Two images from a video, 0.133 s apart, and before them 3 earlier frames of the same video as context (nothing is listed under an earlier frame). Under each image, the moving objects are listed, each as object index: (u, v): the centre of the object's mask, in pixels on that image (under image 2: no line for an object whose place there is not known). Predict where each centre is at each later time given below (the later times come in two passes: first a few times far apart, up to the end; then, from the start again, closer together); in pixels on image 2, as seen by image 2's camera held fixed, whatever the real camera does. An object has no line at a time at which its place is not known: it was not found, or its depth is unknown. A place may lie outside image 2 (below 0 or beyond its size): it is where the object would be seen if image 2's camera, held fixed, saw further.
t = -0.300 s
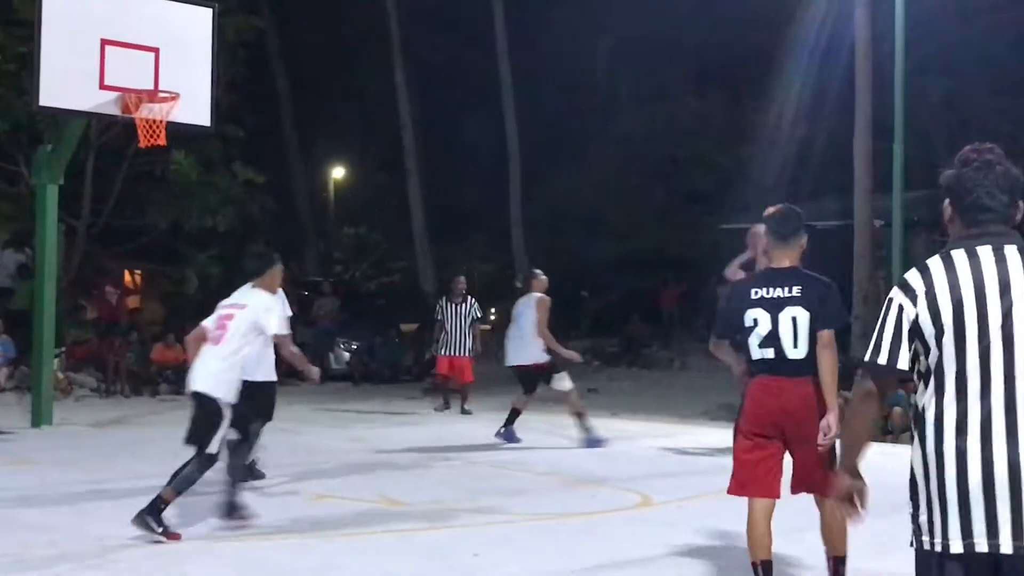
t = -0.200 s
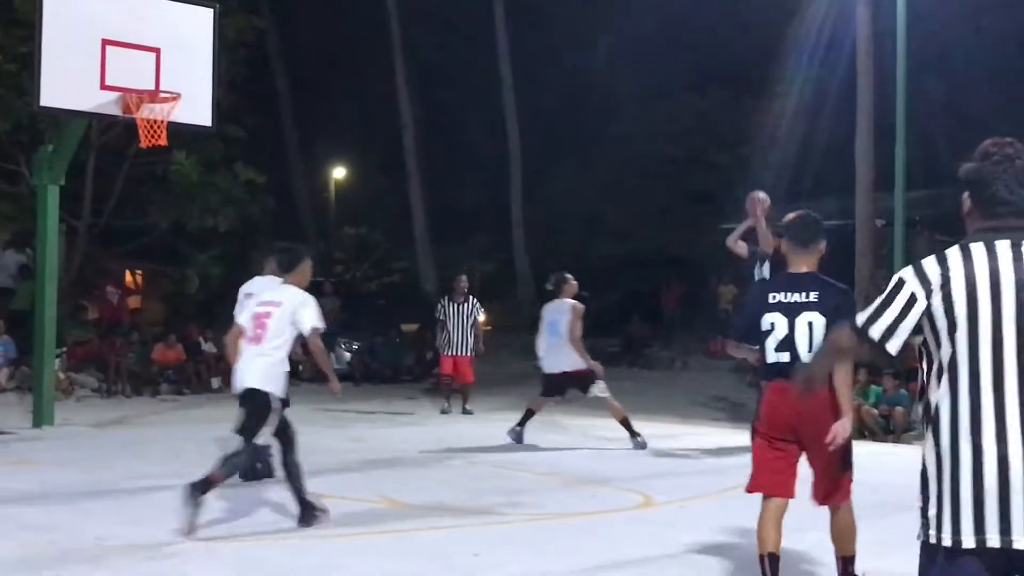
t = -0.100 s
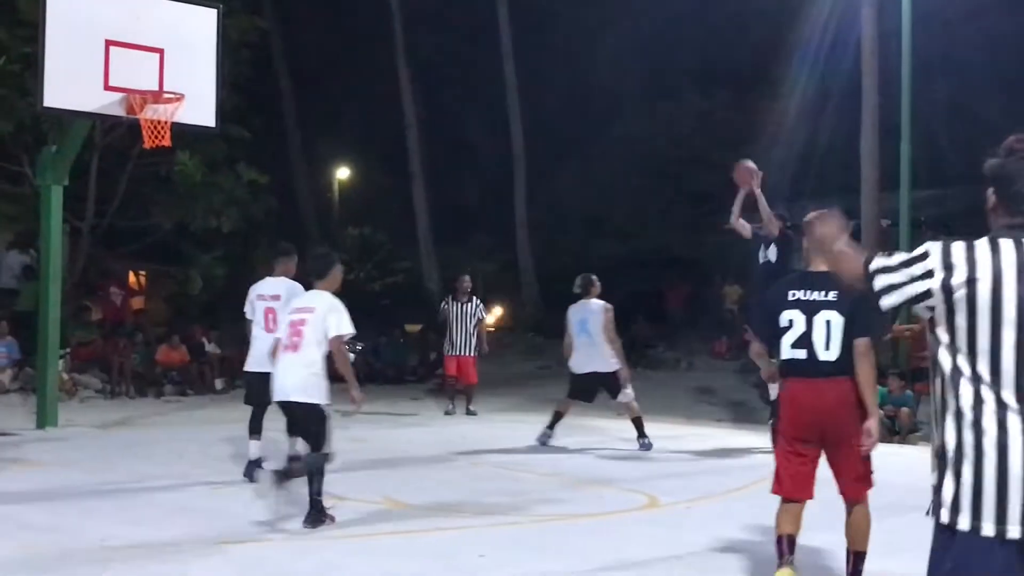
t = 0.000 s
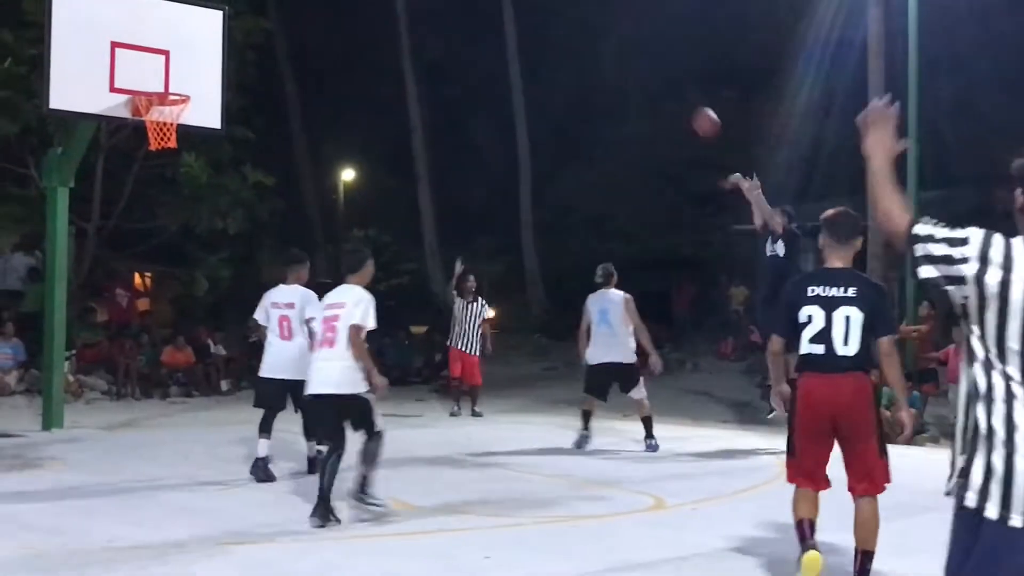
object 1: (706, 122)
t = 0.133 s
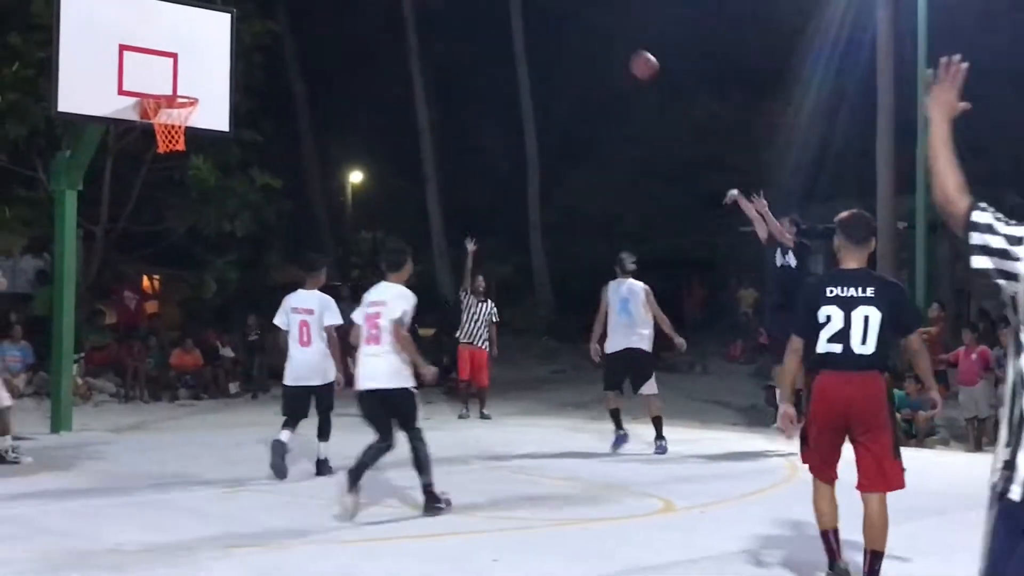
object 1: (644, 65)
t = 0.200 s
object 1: (607, 42)
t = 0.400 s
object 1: (497, 3)
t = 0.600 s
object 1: (385, 2)
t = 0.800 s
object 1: (271, 46)
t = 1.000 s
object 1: (227, 69)
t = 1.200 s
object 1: (282, 43)
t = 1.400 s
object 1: (338, 61)
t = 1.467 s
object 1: (357, 77)
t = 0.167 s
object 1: (625, 53)
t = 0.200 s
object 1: (607, 42)
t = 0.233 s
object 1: (590, 33)
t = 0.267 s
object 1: (571, 24)
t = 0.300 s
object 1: (553, 17)
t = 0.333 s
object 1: (534, 11)
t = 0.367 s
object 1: (516, 6)
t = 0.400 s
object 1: (497, 3)
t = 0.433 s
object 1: (479, 1)
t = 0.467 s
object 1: (460, 0)
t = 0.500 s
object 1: (442, -1)
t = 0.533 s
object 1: (423, -2)
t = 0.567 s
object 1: (404, 0)
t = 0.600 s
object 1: (385, 2)
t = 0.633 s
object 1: (366, 6)
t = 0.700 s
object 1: (329, 18)
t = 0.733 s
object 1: (310, 26)
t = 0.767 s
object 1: (291, 35)
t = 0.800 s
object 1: (271, 46)
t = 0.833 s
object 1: (252, 57)
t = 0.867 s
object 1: (234, 69)
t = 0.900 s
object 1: (212, 83)
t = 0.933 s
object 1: (207, 87)
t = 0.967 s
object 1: (217, 78)
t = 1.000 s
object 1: (227, 69)
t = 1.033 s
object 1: (236, 62)
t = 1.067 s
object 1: (245, 56)
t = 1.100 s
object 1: (254, 51)
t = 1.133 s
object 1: (263, 47)
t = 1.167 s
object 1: (272, 44)
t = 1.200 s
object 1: (282, 43)
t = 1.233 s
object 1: (291, 43)
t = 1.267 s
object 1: (300, 44)
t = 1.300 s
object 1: (310, 46)
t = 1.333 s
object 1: (320, 50)
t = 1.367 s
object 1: (329, 55)
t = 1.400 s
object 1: (338, 61)
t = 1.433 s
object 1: (348, 68)
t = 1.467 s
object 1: (357, 77)
